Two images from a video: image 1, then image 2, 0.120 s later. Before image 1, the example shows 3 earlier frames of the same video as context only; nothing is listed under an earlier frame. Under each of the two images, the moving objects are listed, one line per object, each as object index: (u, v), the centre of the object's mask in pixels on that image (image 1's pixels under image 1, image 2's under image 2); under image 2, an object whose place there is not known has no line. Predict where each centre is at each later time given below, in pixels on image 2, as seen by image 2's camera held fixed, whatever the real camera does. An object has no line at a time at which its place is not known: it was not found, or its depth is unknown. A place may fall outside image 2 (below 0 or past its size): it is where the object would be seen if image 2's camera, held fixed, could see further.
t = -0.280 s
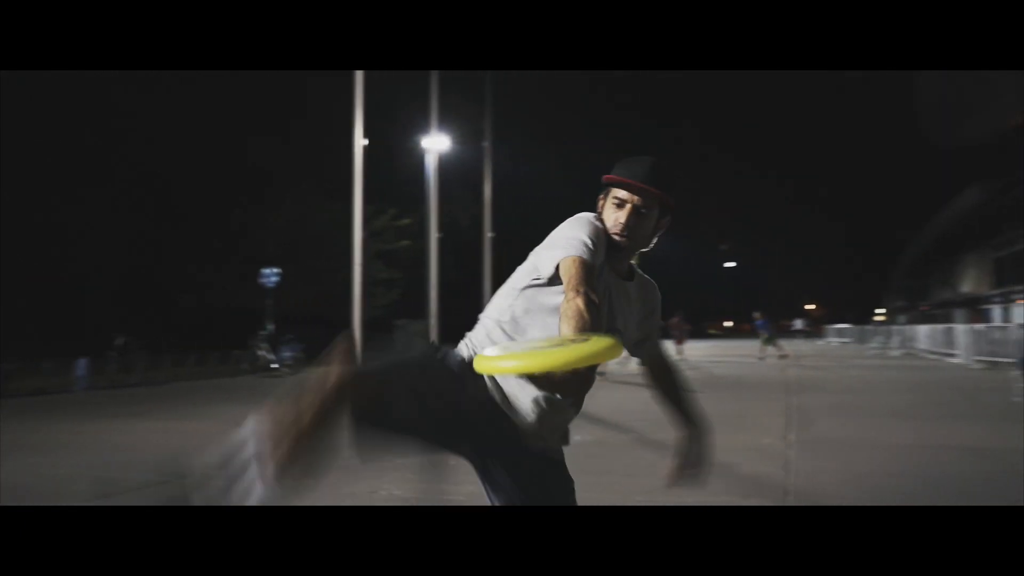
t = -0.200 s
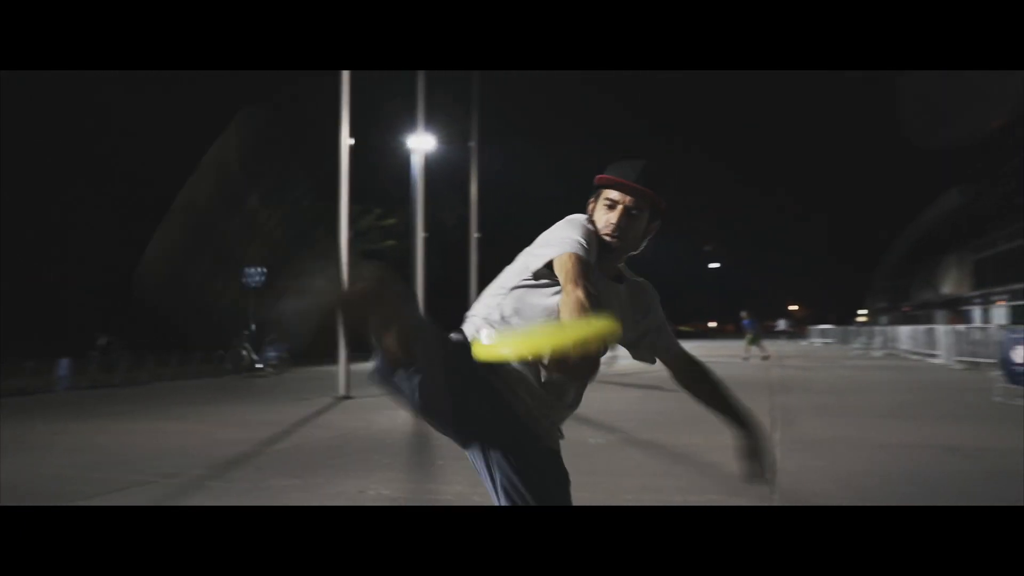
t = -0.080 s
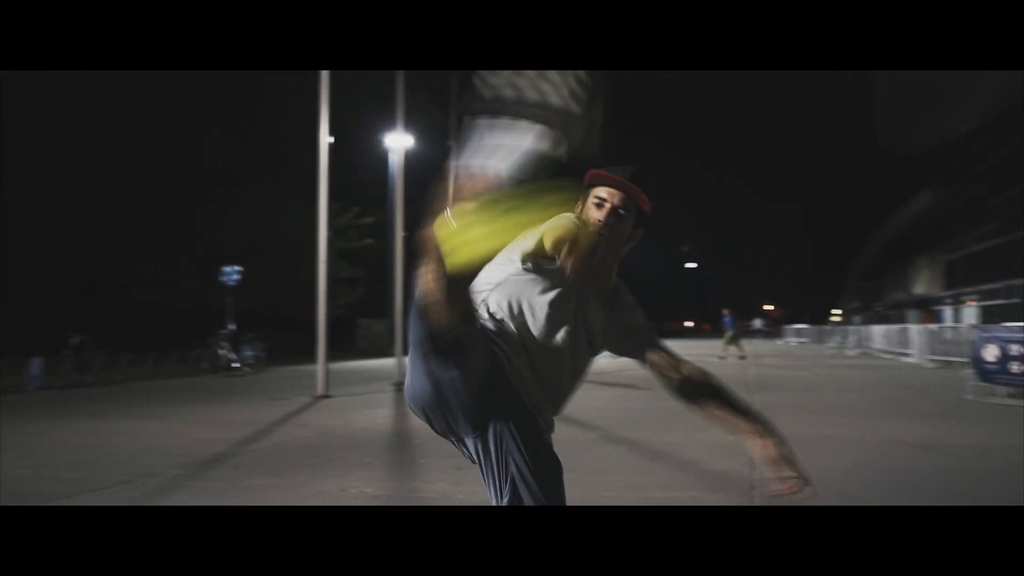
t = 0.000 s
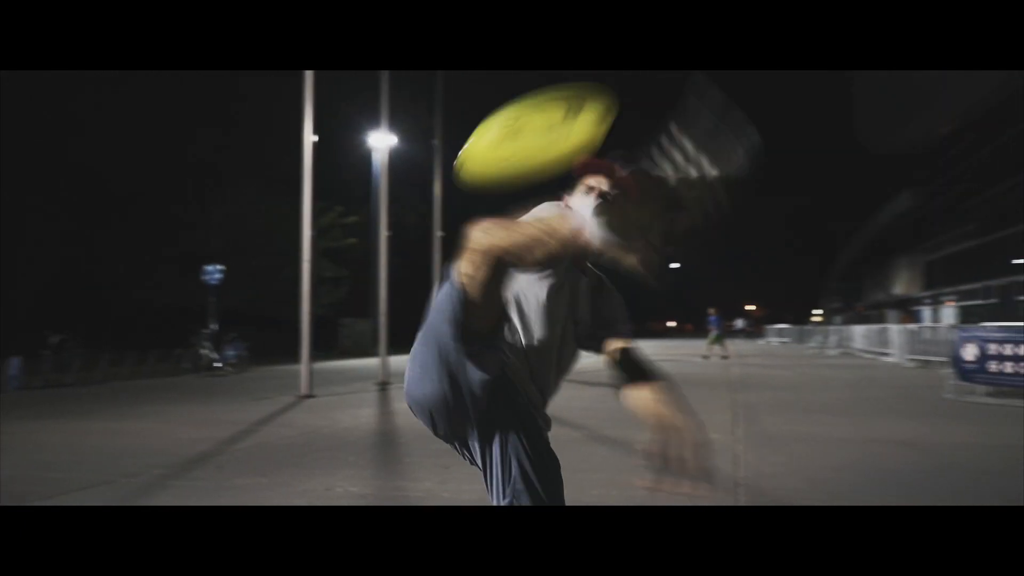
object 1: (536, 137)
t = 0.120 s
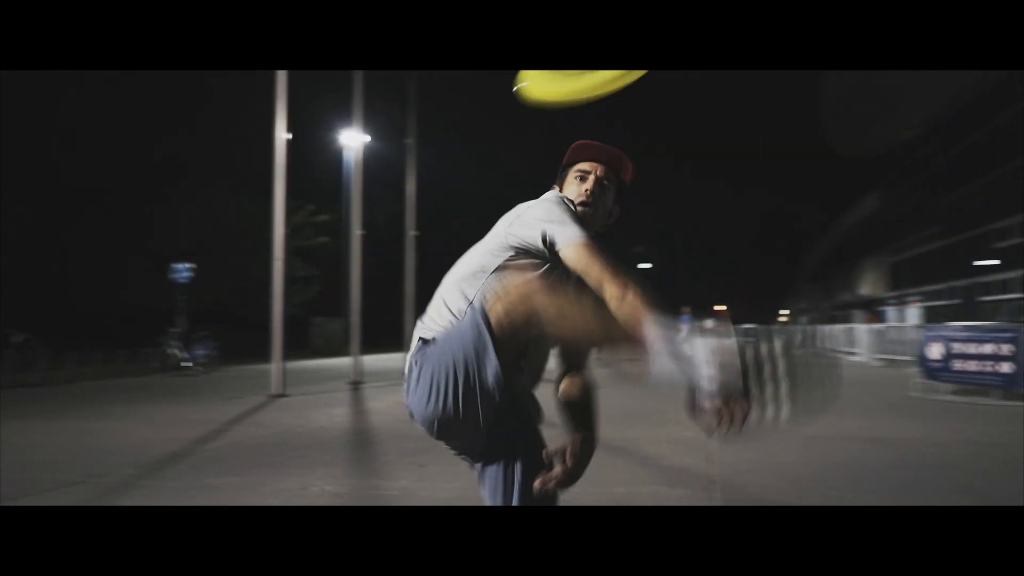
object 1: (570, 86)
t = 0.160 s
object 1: (593, 81)
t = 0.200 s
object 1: (618, 82)
